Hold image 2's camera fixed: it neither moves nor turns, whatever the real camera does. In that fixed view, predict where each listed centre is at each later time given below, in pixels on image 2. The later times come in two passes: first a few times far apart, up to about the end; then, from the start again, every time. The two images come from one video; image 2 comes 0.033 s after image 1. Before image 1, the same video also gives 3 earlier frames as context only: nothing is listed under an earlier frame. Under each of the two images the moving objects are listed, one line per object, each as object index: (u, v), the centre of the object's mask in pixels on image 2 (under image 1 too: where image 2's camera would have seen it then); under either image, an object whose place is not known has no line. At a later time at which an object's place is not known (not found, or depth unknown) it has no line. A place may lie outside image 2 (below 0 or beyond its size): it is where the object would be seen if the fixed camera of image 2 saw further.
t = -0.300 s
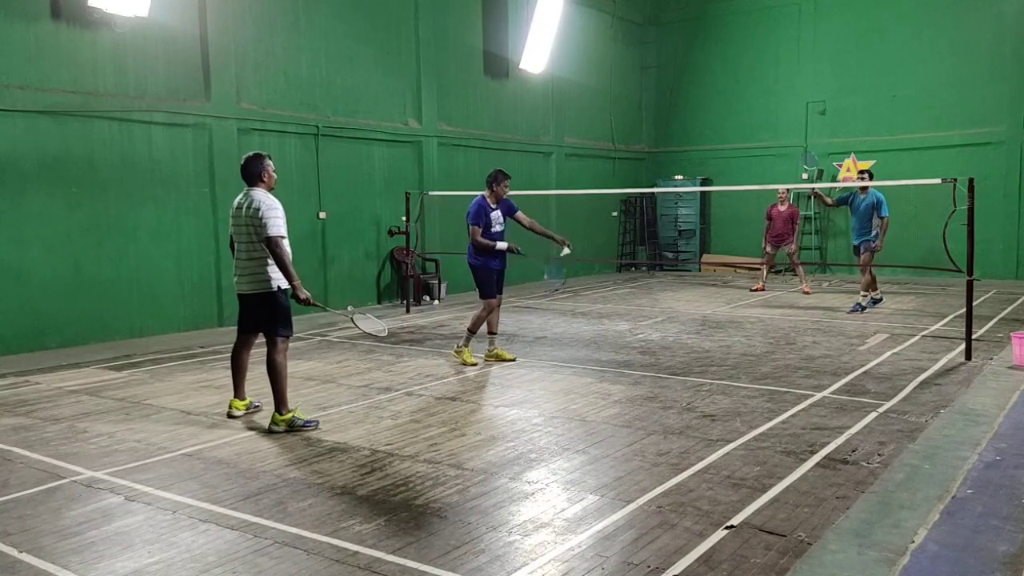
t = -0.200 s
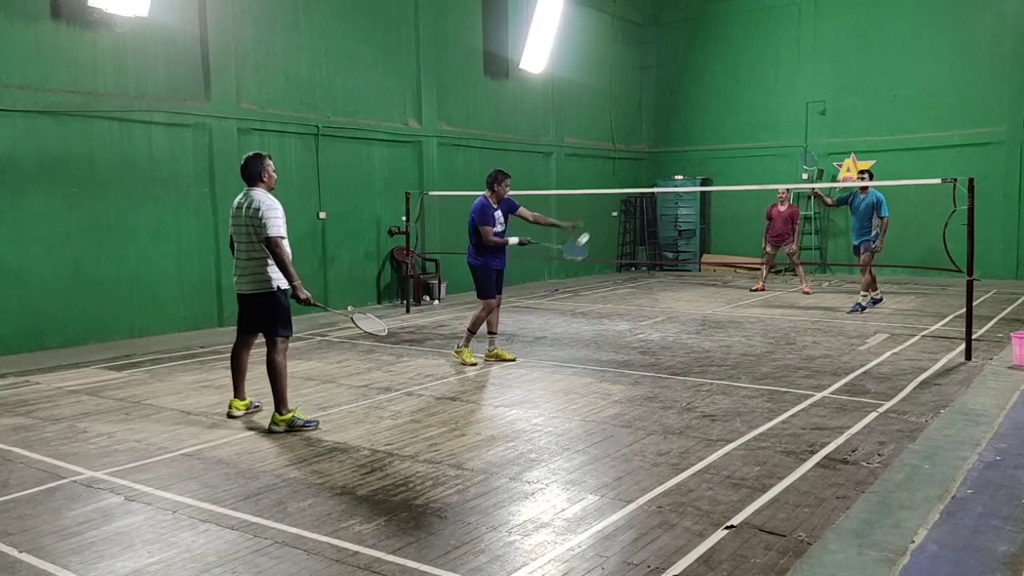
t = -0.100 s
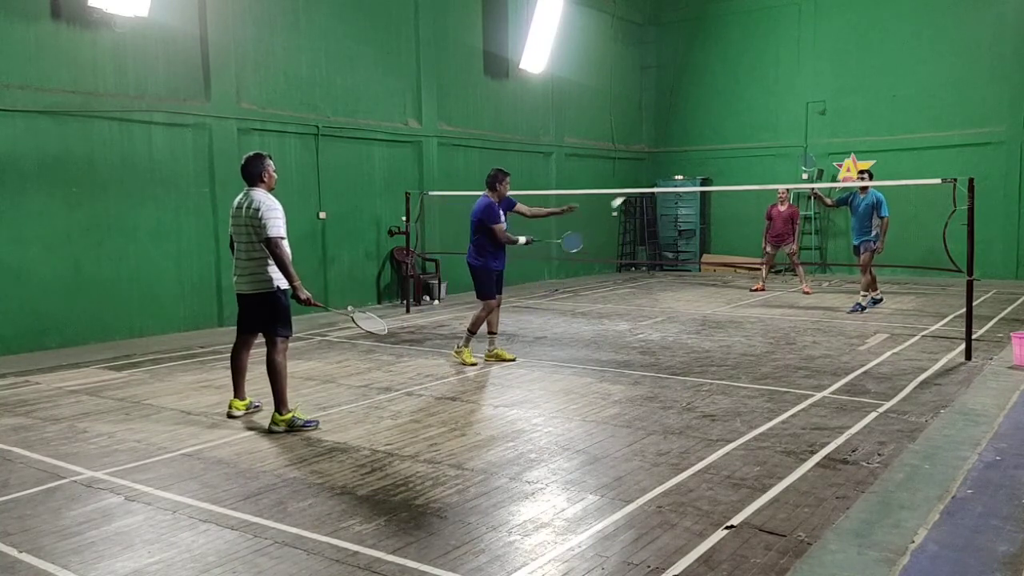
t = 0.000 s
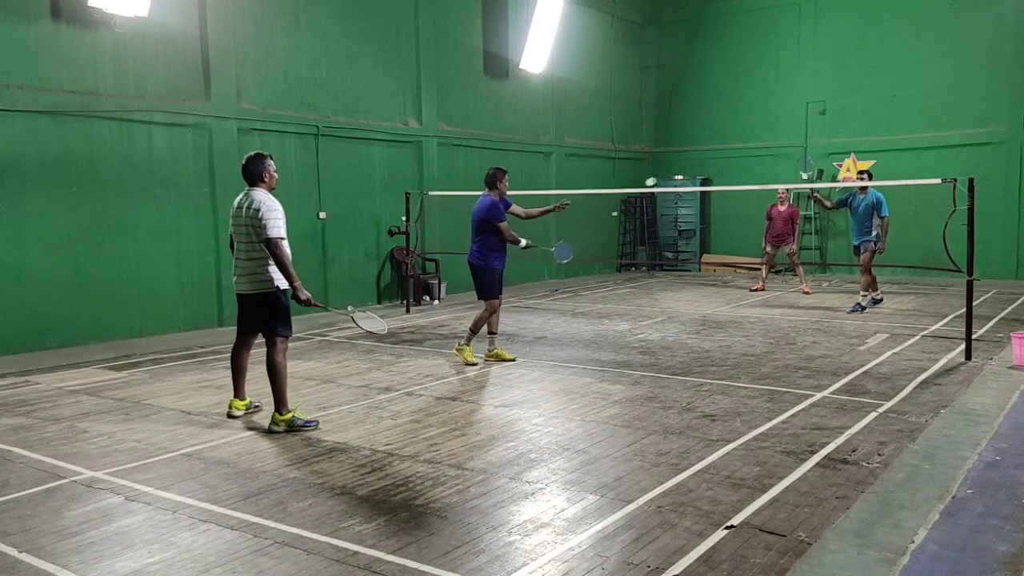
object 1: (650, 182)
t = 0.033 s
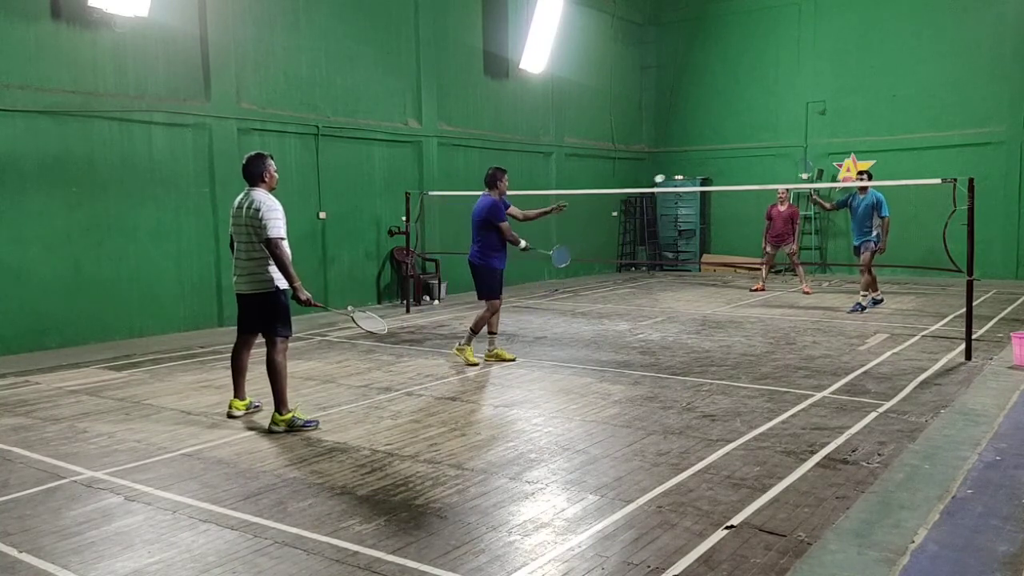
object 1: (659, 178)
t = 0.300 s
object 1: (713, 184)
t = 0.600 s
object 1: (751, 253)
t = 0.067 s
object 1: (668, 175)
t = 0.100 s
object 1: (676, 175)
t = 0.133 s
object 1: (682, 175)
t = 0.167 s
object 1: (689, 174)
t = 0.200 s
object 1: (696, 176)
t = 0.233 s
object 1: (702, 178)
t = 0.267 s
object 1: (708, 182)
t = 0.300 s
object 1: (713, 184)
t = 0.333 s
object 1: (719, 193)
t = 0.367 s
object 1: (724, 197)
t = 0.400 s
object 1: (728, 203)
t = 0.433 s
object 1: (733, 210)
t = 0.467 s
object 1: (737, 218)
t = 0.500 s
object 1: (741, 226)
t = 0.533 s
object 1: (744, 234)
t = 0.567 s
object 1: (748, 244)
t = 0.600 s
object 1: (751, 253)
